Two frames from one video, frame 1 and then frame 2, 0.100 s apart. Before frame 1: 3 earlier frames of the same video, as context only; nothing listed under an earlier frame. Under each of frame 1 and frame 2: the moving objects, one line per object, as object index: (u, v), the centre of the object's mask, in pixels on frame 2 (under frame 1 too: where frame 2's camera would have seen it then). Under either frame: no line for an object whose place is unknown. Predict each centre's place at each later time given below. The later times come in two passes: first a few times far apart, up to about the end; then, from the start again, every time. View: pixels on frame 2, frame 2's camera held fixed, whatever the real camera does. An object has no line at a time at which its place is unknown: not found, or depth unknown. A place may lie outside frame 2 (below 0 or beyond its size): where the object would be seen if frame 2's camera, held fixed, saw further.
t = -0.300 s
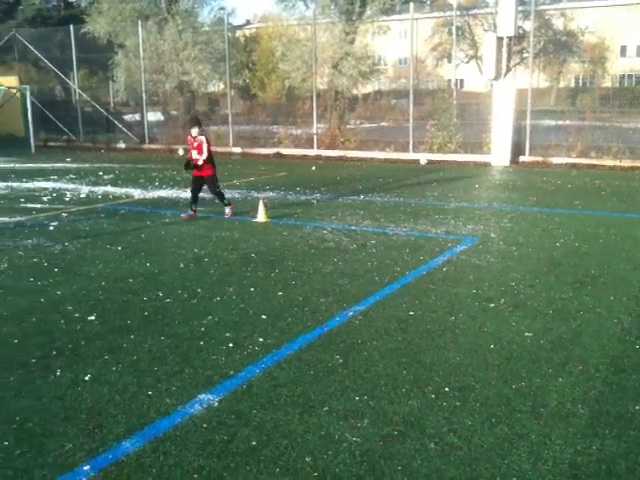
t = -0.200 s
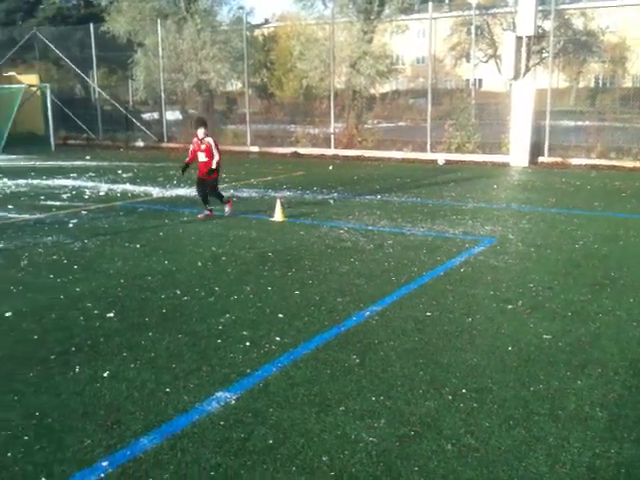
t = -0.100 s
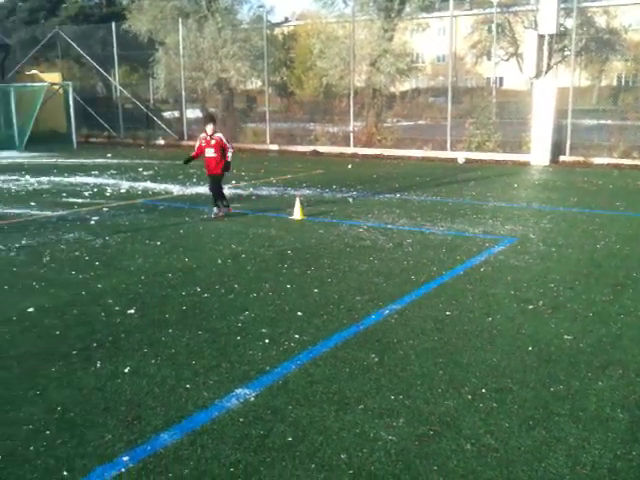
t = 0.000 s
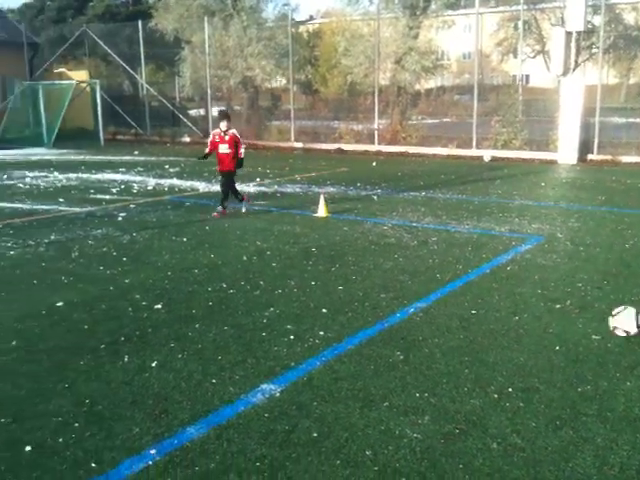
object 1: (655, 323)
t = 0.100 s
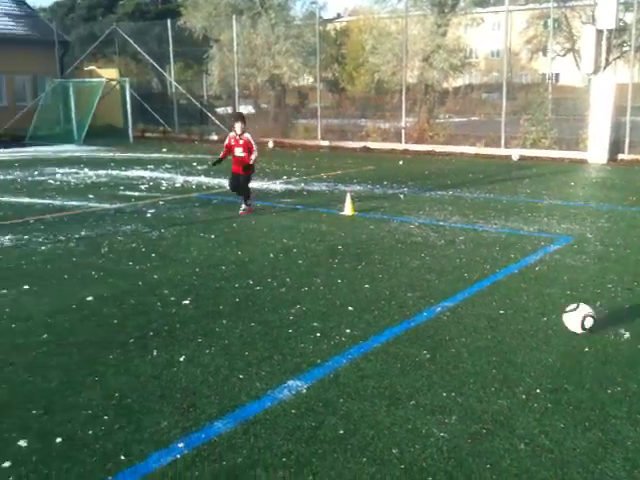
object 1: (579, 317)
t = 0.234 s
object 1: (488, 313)
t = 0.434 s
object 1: (381, 307)
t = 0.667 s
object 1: (277, 302)
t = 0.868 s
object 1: (193, 299)
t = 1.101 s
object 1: (102, 294)
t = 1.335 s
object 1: (19, 290)
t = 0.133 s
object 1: (553, 316)
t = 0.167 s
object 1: (531, 317)
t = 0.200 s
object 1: (508, 315)
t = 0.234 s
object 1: (488, 313)
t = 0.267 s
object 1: (468, 312)
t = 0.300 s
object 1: (449, 312)
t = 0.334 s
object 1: (431, 311)
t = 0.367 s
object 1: (414, 309)
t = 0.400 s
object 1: (397, 310)
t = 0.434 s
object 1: (381, 307)
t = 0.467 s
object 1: (366, 306)
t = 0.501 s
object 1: (351, 305)
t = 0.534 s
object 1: (336, 305)
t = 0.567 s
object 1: (320, 305)
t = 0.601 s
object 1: (305, 303)
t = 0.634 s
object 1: (291, 302)
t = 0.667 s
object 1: (277, 302)
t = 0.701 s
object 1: (263, 302)
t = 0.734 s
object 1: (248, 301)
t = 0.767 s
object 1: (234, 301)
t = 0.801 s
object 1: (221, 300)
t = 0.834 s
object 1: (207, 299)
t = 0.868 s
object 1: (193, 299)
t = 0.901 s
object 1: (179, 298)
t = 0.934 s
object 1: (167, 297)
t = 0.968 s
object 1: (154, 297)
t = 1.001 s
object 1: (141, 296)
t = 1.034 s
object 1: (128, 295)
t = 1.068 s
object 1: (115, 294)
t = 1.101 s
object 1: (102, 294)
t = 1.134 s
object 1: (91, 293)
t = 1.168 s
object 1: (79, 293)
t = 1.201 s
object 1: (65, 292)
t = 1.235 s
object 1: (54, 292)
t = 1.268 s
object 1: (42, 291)
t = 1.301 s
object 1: (31, 290)
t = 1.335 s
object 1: (19, 290)
